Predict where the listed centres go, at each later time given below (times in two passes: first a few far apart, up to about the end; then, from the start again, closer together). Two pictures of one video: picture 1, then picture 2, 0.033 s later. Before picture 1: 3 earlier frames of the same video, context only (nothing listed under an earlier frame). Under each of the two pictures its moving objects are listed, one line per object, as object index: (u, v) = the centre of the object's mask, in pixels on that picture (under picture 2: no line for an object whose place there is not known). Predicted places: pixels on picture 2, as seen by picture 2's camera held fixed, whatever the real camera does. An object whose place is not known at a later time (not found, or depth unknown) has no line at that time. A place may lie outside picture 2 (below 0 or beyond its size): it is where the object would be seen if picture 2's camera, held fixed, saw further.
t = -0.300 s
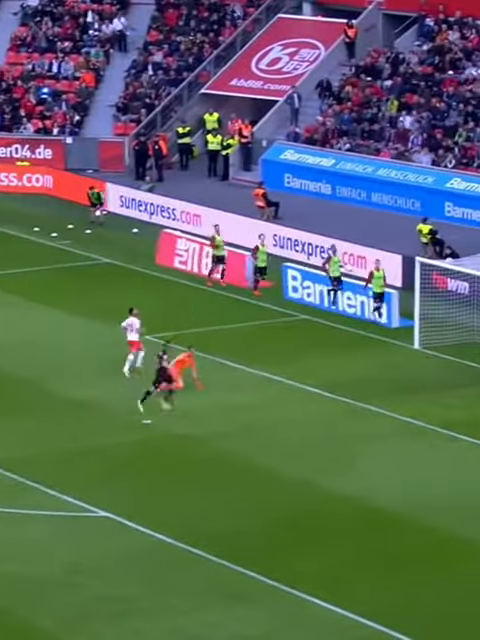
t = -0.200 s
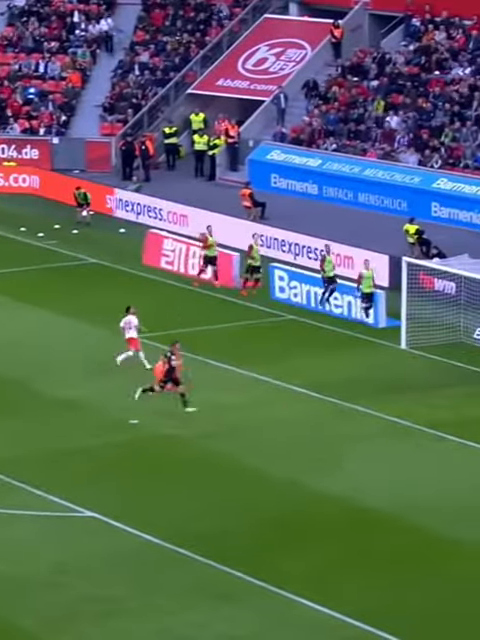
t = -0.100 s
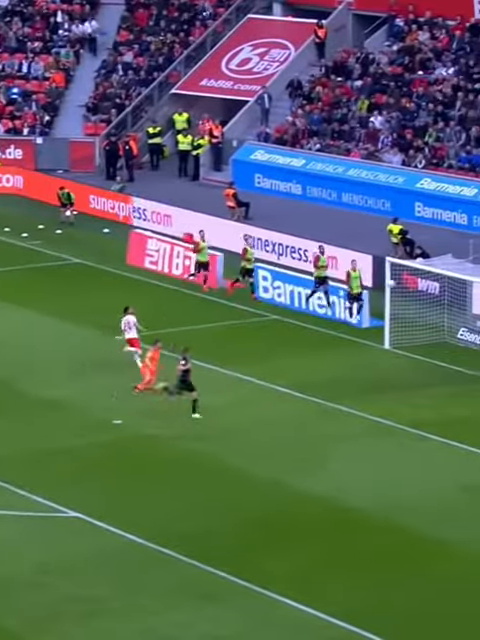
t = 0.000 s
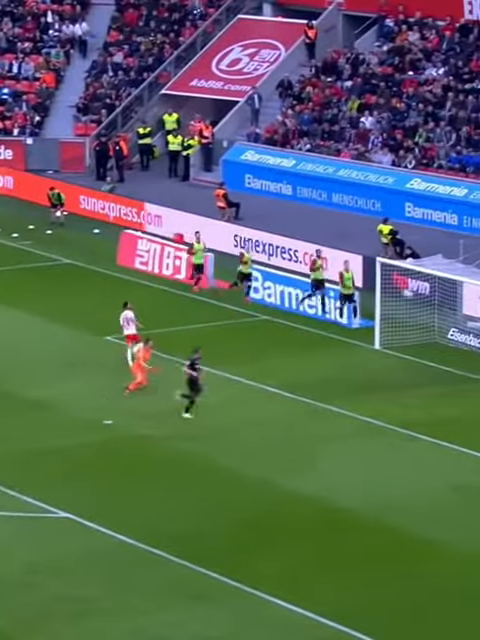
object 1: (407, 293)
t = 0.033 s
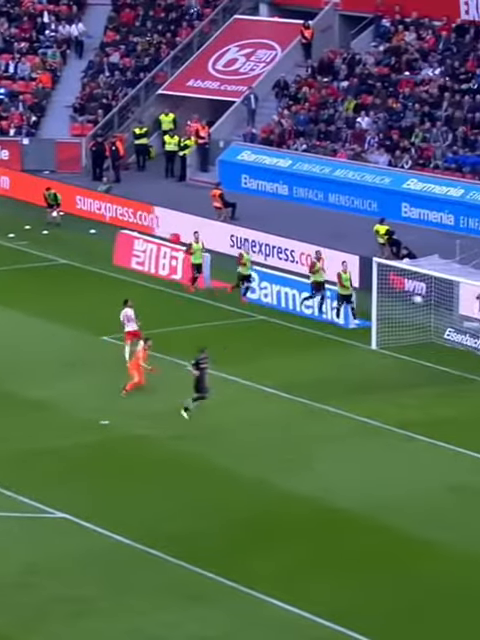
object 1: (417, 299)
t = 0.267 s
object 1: (497, 345)
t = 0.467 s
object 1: (499, 355)
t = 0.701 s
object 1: (495, 358)
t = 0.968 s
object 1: (492, 362)
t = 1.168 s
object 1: (490, 363)
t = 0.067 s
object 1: (431, 306)
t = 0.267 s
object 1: (497, 345)
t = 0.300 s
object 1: (502, 351)
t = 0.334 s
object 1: (502, 350)
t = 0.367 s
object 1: (501, 348)
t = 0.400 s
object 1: (499, 347)
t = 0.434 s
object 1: (498, 351)
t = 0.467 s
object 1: (499, 355)
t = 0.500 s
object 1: (497, 354)
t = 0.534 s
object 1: (497, 354)
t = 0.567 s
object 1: (496, 354)
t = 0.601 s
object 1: (496, 356)
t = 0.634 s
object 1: (495, 356)
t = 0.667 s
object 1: (495, 356)
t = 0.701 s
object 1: (495, 358)
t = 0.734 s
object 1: (494, 357)
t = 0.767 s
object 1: (494, 359)
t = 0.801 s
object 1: (494, 359)
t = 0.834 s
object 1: (493, 360)
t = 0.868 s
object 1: (493, 360)
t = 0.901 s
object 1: (492, 361)
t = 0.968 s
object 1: (492, 362)
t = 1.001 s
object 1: (491, 362)
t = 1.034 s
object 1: (491, 362)
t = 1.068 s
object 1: (491, 362)
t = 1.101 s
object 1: (490, 362)
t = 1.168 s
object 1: (490, 363)
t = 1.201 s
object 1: (490, 364)
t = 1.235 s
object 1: (489, 364)
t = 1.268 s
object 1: (490, 364)
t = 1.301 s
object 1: (489, 364)
